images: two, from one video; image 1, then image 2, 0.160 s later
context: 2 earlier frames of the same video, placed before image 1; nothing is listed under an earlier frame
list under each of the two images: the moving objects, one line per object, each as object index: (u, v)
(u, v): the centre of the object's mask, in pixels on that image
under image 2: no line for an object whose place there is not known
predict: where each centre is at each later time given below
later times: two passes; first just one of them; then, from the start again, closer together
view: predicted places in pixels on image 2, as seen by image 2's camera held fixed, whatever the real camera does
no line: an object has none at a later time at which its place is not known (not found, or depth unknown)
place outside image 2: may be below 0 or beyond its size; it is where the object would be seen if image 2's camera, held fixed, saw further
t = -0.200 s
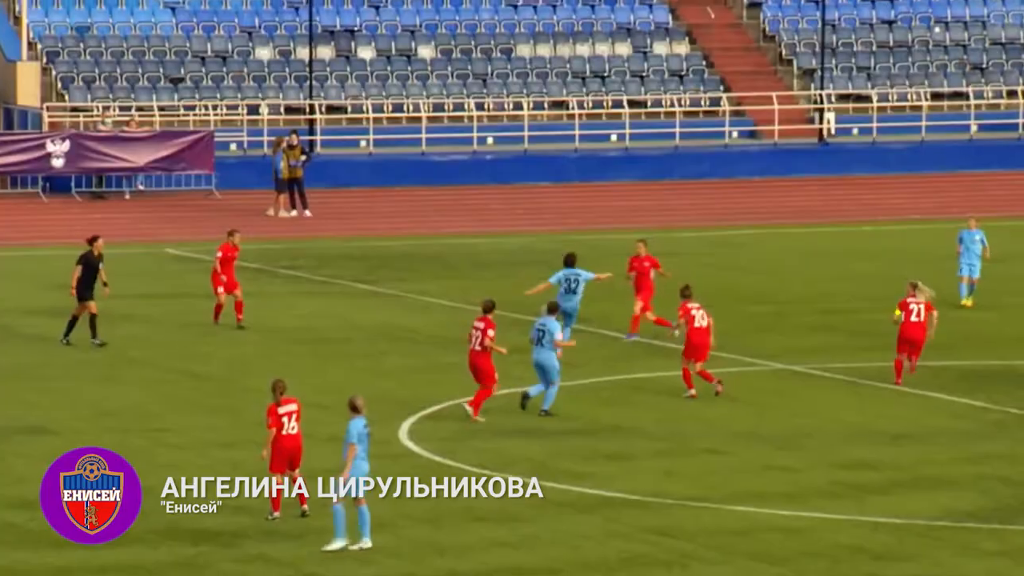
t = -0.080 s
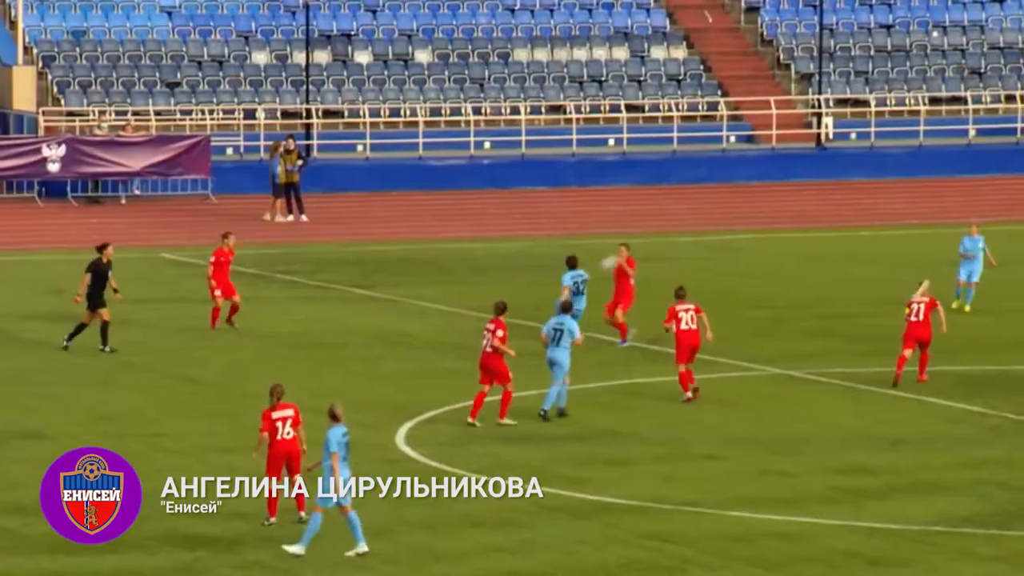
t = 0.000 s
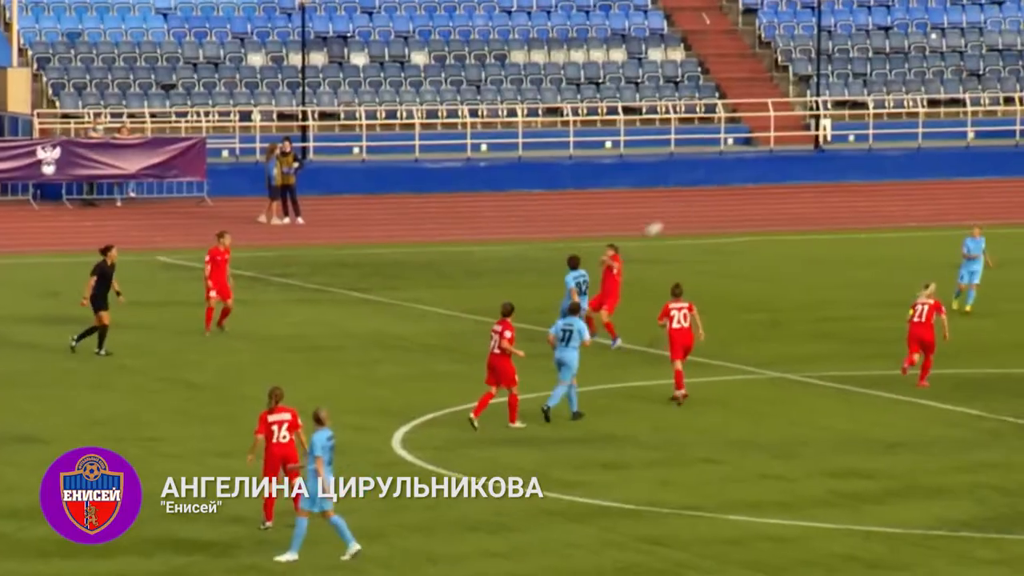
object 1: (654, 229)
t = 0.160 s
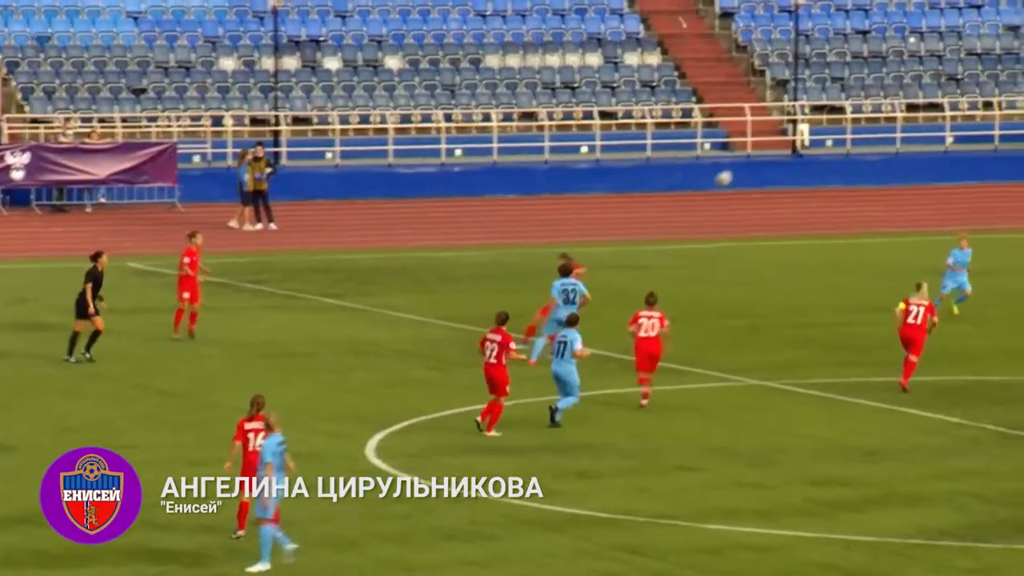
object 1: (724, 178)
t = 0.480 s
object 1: (908, 116)
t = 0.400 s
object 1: (864, 125)
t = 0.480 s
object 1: (908, 116)
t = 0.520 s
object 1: (932, 115)
